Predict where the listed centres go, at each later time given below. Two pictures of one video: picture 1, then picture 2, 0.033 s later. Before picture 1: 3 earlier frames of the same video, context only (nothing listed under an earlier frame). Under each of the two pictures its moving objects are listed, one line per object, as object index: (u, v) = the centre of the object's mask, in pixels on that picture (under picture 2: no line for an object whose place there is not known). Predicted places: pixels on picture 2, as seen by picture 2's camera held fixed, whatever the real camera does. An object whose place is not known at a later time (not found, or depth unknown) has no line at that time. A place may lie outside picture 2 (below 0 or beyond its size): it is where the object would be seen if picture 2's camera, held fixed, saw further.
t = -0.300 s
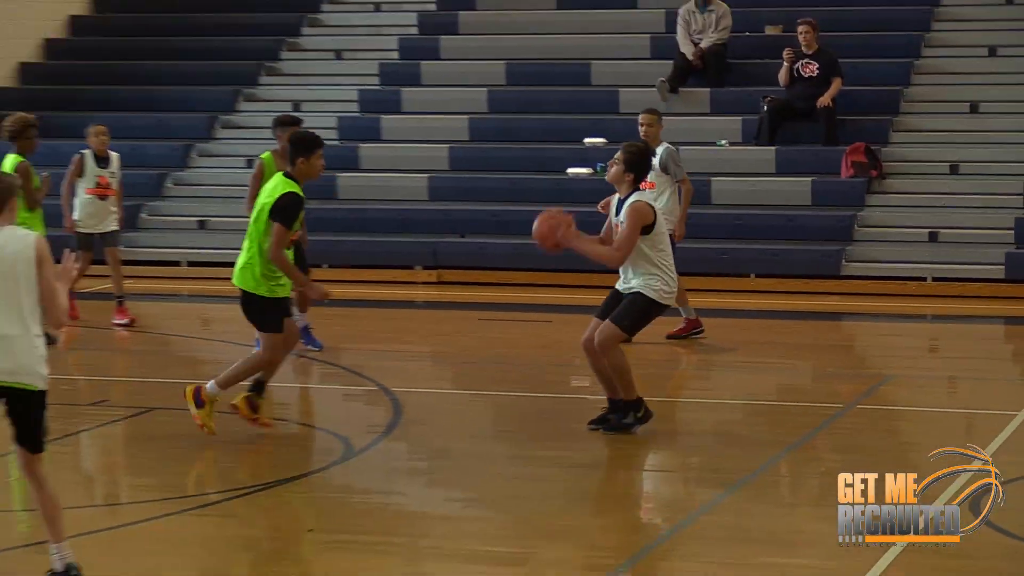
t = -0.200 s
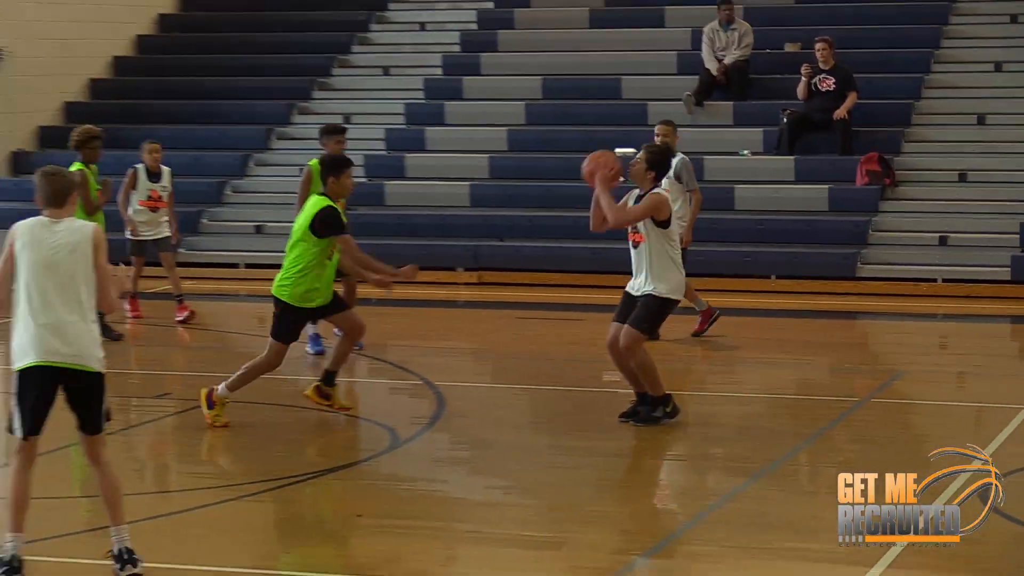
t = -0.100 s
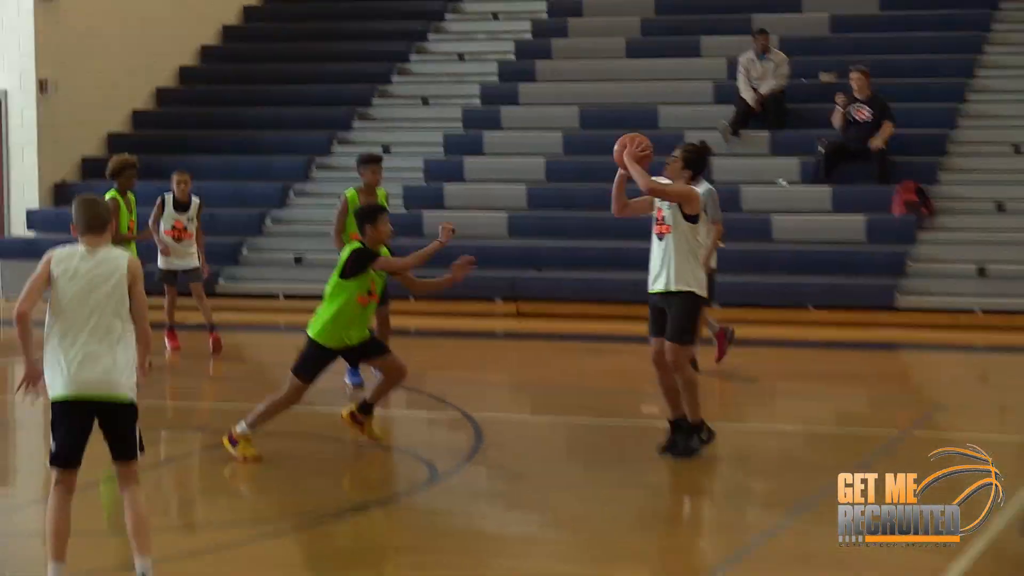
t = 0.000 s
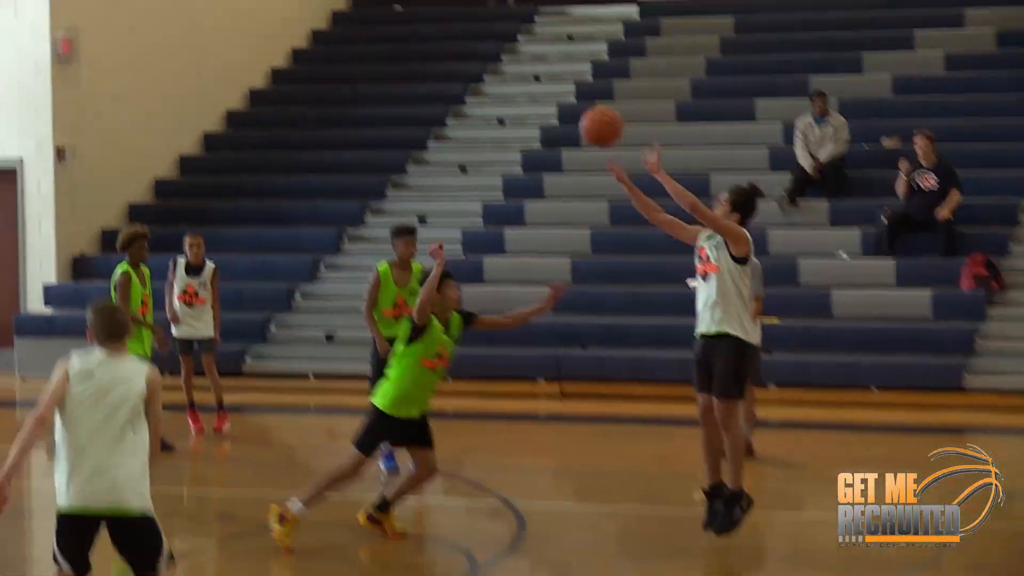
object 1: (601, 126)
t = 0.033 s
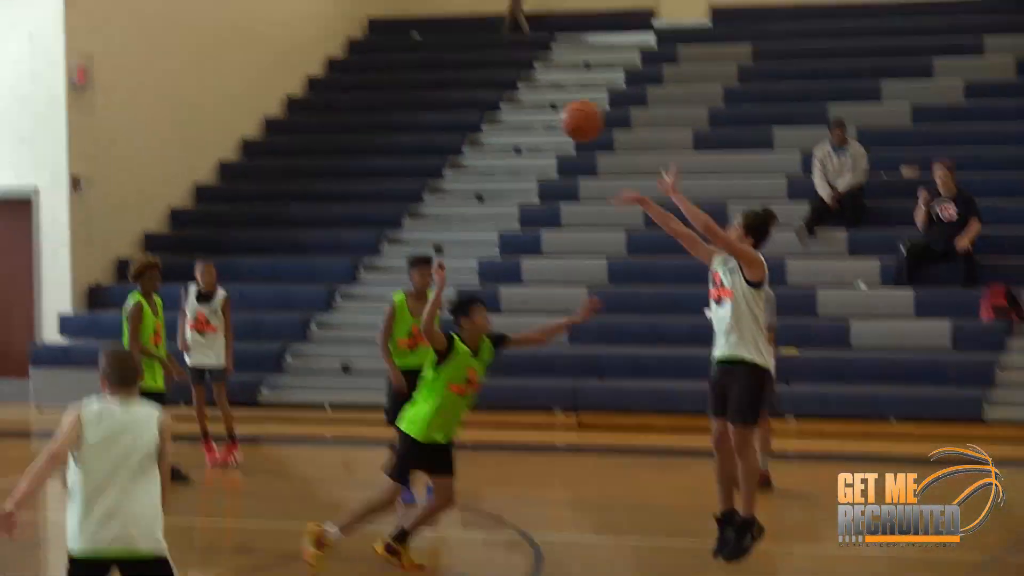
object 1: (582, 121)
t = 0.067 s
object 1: (542, 86)
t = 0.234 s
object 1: (360, -52)
